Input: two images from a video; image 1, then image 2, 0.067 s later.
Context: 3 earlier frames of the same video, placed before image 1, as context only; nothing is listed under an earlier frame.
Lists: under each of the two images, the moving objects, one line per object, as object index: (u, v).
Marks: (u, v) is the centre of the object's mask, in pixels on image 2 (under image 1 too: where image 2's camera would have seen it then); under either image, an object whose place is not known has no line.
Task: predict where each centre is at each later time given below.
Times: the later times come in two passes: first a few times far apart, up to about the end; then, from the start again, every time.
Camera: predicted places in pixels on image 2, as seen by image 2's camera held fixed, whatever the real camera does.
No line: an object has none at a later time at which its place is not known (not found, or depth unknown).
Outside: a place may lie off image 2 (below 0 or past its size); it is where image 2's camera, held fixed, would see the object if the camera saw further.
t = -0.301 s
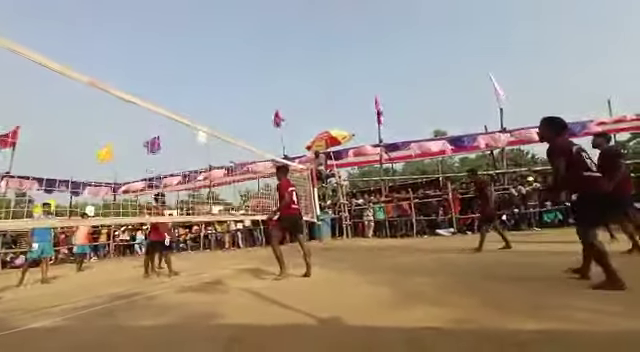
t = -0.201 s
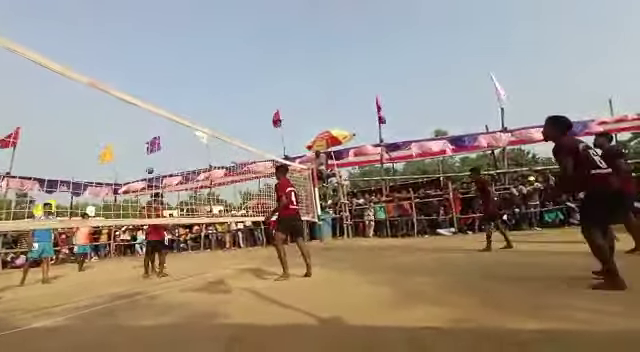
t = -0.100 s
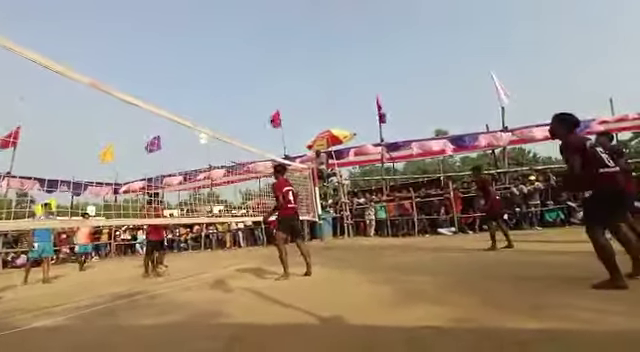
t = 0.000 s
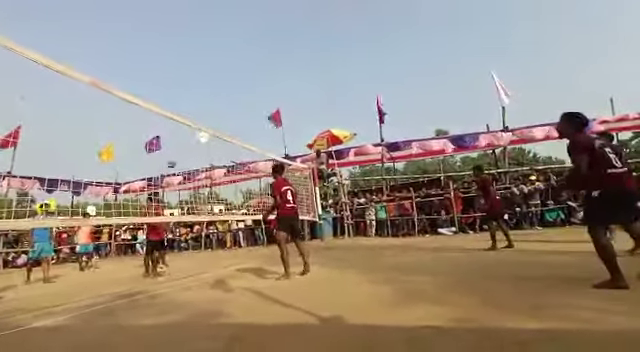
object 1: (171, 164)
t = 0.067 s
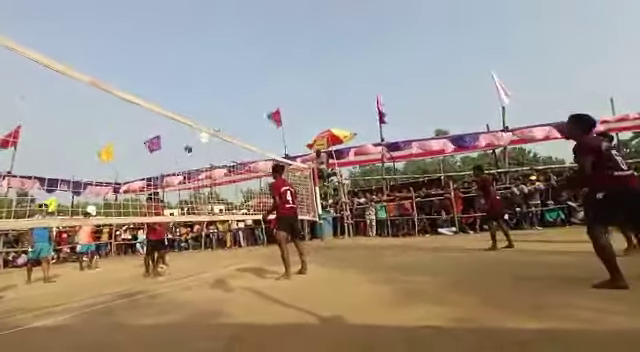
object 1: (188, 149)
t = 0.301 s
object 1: (258, 105)
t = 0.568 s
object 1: (368, 77)
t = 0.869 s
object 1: (559, 94)
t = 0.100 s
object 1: (197, 141)
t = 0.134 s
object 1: (205, 135)
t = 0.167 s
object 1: (216, 128)
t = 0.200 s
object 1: (226, 122)
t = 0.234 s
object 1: (236, 116)
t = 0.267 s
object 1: (247, 110)
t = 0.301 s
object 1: (258, 105)
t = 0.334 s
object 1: (270, 100)
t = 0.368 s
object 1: (282, 95)
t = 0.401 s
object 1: (295, 91)
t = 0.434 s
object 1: (308, 87)
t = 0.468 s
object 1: (322, 84)
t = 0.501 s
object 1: (336, 81)
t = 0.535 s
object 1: (351, 79)
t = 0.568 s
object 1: (368, 77)
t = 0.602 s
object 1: (384, 76)
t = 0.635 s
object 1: (402, 75)
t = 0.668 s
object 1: (420, 76)
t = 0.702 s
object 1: (440, 77)
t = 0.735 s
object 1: (461, 78)
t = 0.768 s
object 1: (483, 81)
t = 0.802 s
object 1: (507, 85)
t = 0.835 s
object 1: (532, 89)
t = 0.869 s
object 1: (559, 94)
